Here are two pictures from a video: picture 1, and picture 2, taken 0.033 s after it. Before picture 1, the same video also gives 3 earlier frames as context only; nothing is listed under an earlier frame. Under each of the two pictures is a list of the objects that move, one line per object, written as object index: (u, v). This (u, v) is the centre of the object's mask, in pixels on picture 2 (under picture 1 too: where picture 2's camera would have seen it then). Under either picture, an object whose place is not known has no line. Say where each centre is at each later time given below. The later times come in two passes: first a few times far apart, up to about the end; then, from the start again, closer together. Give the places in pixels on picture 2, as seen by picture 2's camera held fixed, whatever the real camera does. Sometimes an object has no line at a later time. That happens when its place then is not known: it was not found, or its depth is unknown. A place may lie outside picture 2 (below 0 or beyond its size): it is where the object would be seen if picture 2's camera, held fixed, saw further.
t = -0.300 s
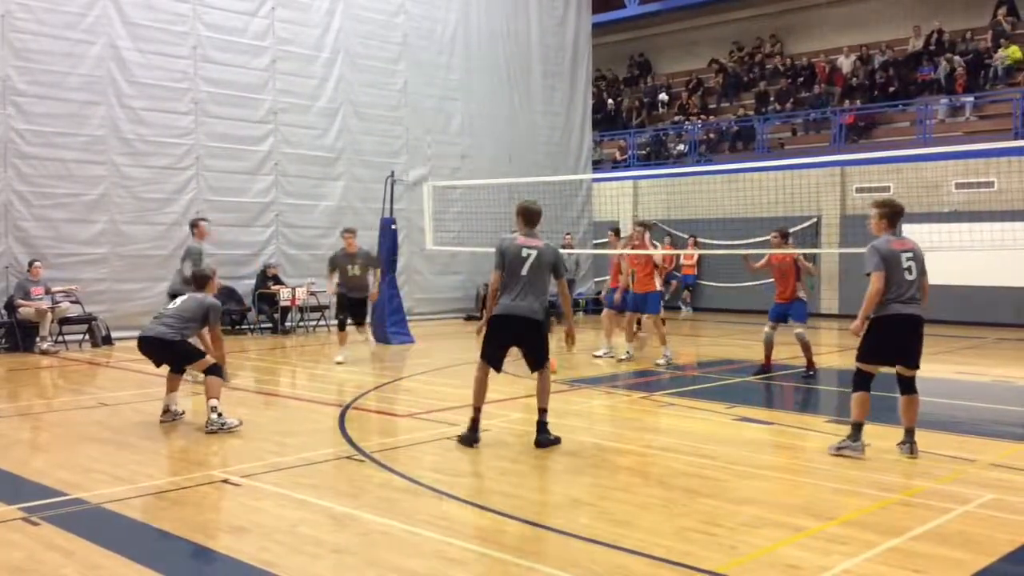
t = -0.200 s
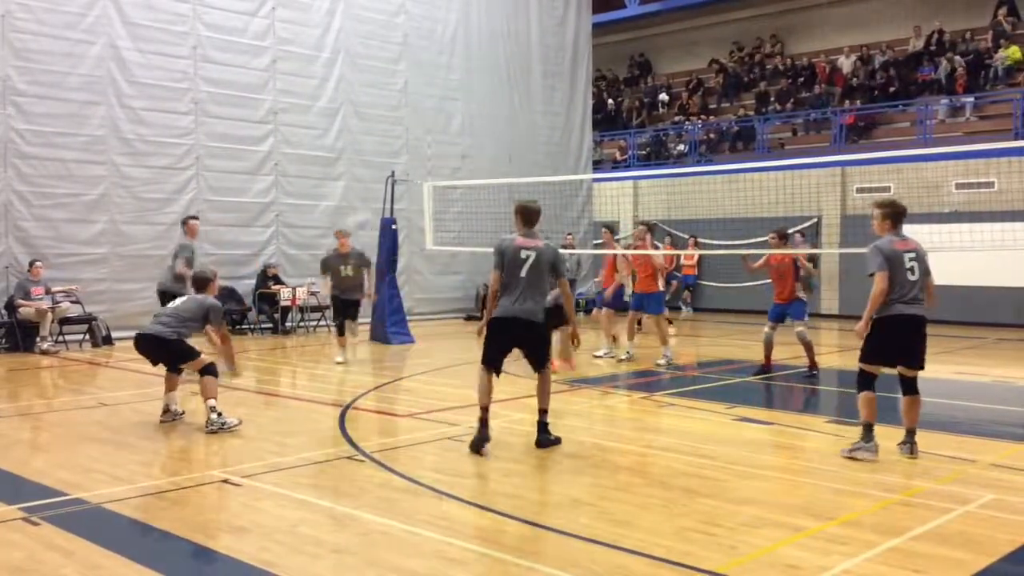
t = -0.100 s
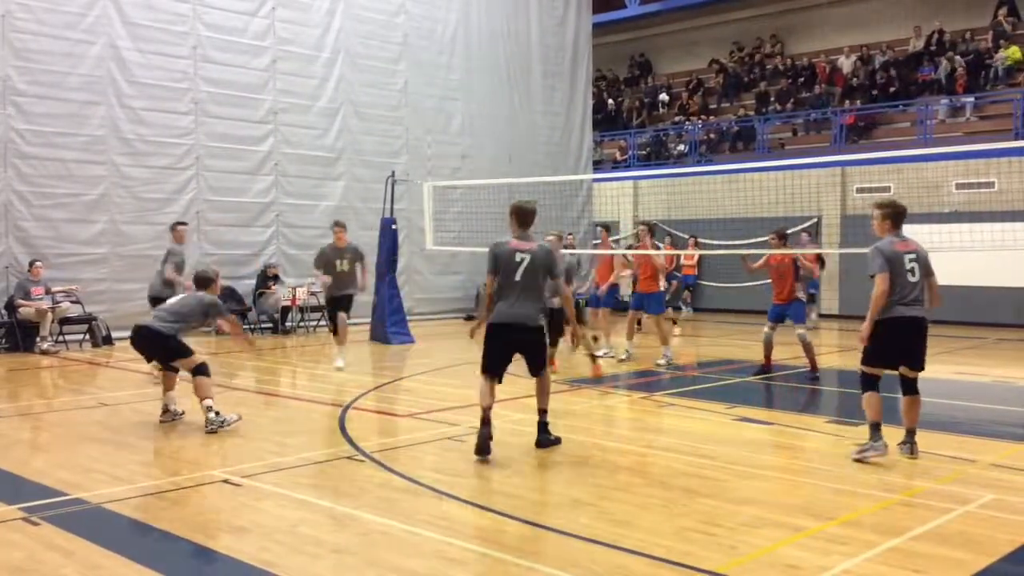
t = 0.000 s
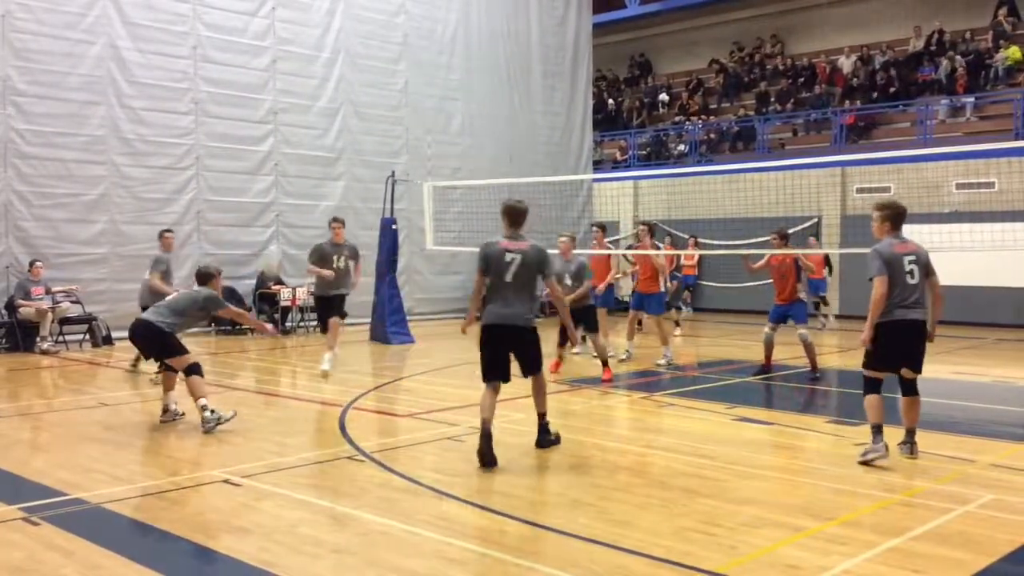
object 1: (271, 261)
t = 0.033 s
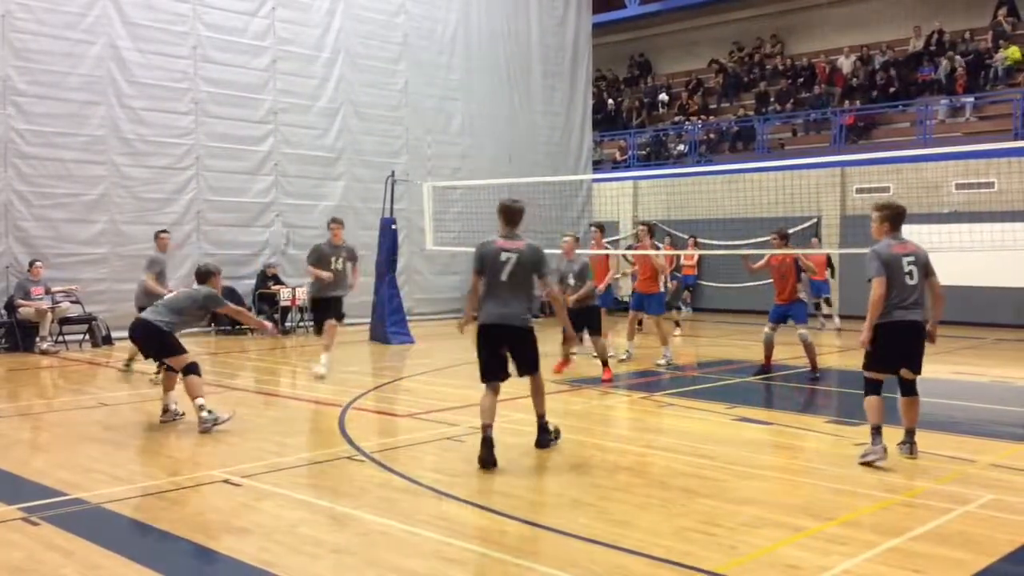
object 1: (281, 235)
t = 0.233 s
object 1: (322, 111)
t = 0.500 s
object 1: (376, 24)
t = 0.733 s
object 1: (419, 7)
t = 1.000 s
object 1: (464, 46)
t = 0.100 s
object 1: (297, 185)
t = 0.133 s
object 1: (301, 166)
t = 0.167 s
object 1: (308, 148)
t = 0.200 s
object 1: (317, 130)
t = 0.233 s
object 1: (322, 111)
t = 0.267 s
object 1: (330, 100)
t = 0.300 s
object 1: (337, 84)
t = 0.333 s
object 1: (342, 69)
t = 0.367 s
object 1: (349, 59)
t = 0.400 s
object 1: (357, 45)
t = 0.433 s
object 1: (362, 37)
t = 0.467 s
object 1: (370, 30)
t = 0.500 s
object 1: (376, 24)
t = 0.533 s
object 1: (383, 16)
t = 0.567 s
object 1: (390, 13)
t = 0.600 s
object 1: (395, 11)
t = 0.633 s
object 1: (399, 8)
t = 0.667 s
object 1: (407, 8)
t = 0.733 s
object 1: (419, 7)
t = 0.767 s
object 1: (424, 9)
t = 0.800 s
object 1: (431, 9)
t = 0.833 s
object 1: (435, 13)
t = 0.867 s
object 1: (441, 19)
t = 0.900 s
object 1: (447, 24)
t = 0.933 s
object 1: (451, 31)
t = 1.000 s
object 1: (464, 46)
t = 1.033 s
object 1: (469, 57)
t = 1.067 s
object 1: (473, 66)
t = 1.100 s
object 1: (476, 77)
